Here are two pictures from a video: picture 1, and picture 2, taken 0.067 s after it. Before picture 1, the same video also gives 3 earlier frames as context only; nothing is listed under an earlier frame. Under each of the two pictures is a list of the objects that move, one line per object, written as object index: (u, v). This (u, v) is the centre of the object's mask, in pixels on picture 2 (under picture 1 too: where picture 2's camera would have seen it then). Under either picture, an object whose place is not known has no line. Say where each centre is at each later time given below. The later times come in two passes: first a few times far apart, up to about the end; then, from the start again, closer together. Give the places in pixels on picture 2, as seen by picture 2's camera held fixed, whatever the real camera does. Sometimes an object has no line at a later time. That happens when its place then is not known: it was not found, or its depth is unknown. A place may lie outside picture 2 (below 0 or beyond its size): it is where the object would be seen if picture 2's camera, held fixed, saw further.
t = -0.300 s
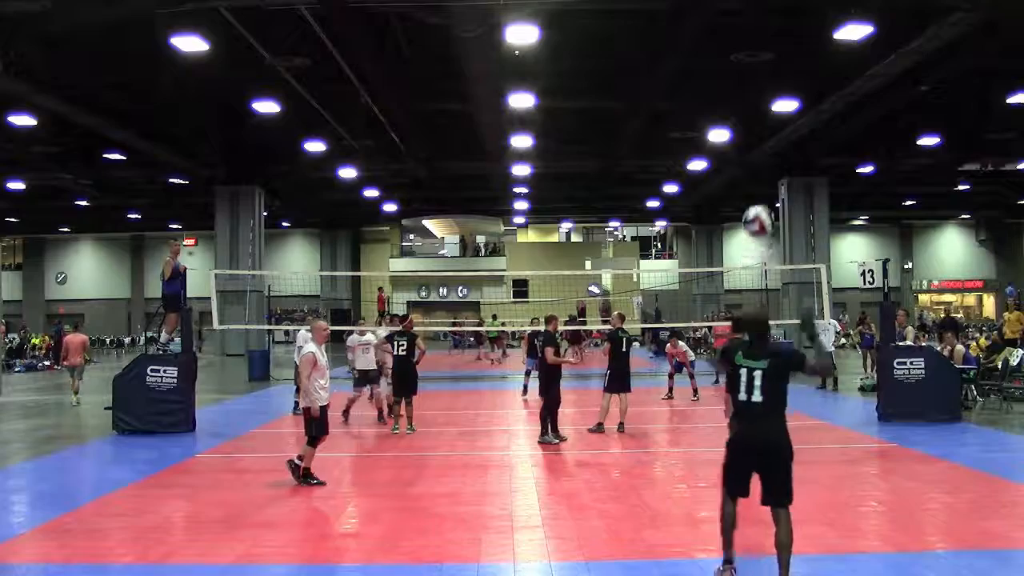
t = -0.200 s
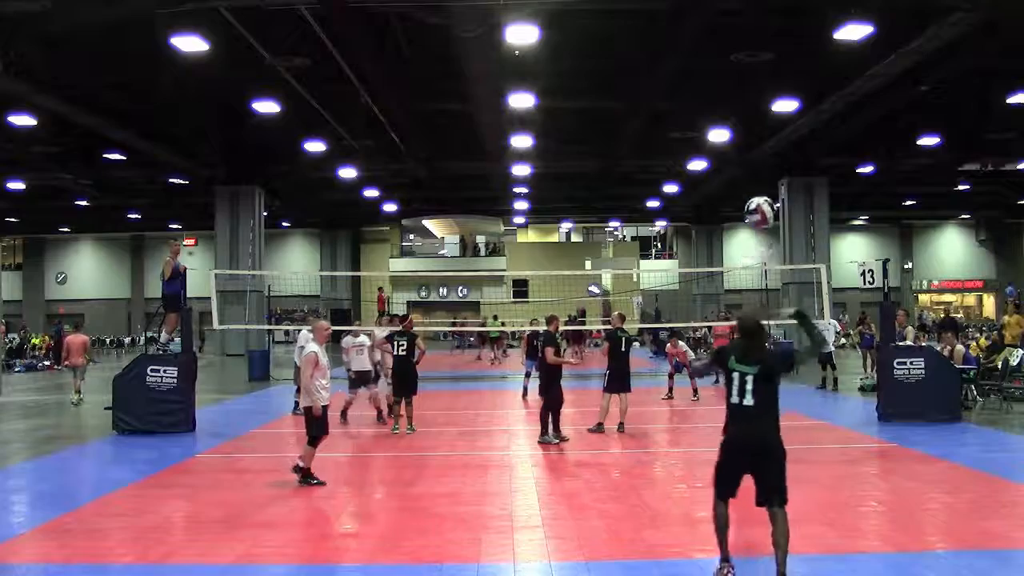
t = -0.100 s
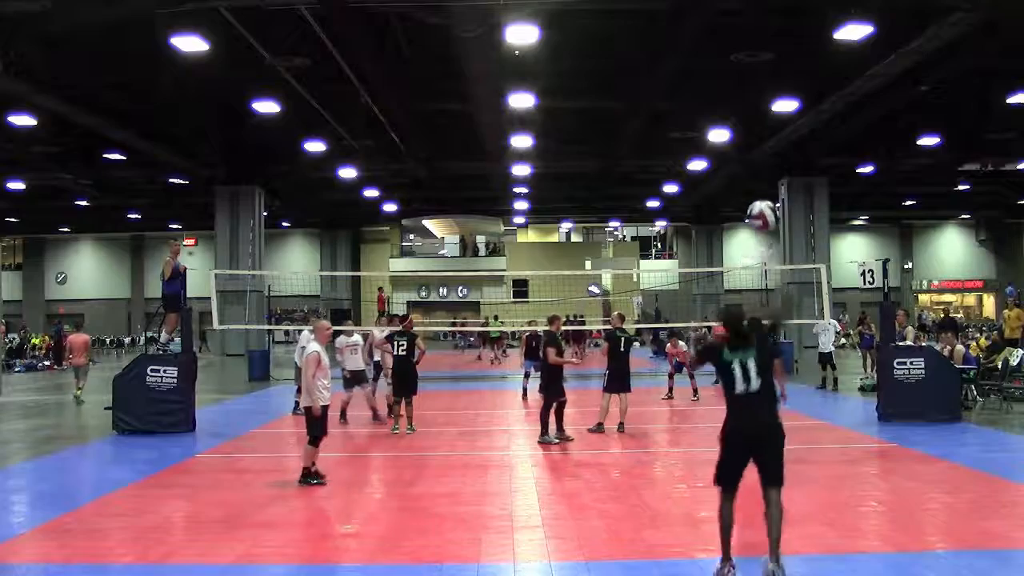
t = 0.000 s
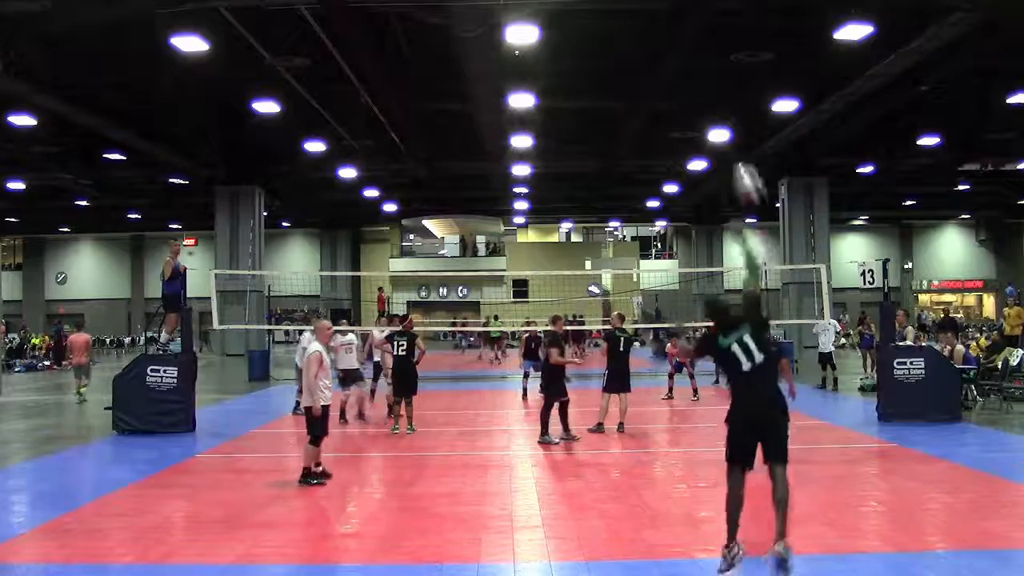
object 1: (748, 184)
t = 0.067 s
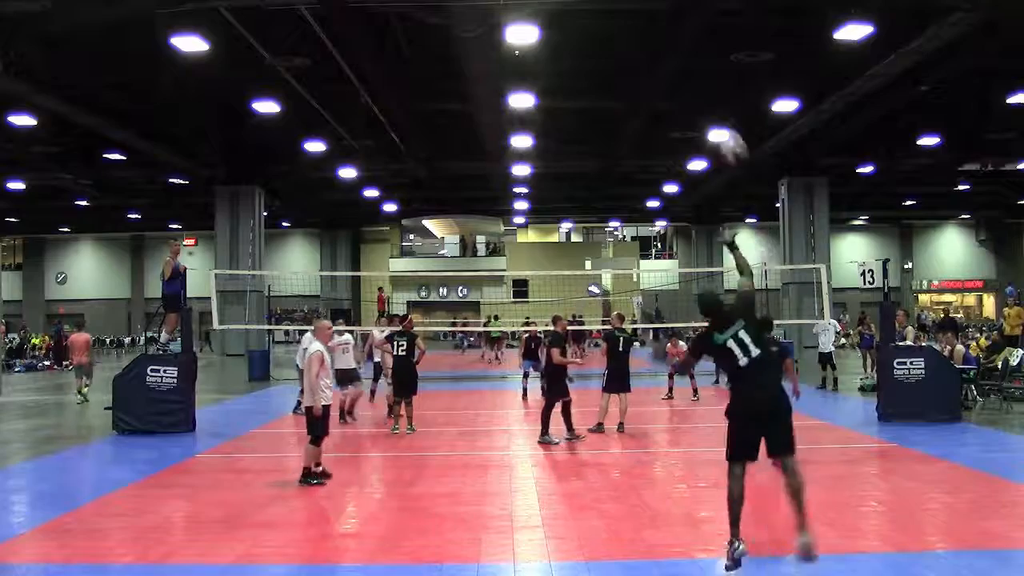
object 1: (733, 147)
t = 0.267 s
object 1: (691, 90)
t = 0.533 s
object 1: (653, 89)
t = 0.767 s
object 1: (629, 126)
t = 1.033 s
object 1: (606, 192)
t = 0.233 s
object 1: (697, 94)
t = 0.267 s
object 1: (691, 90)
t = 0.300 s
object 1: (685, 84)
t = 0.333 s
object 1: (681, 82)
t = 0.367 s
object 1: (676, 81)
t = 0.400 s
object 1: (670, 81)
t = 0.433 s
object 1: (665, 83)
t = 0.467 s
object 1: (661, 84)
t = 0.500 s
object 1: (657, 87)
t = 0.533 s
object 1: (653, 89)
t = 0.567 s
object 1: (649, 93)
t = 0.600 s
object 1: (646, 97)
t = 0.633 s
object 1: (642, 102)
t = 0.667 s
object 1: (639, 108)
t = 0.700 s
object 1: (635, 114)
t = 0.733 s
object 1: (632, 120)
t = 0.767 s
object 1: (629, 126)
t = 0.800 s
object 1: (626, 134)
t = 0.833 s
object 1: (623, 141)
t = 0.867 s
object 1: (619, 148)
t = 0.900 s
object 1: (617, 157)
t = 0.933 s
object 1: (613, 166)
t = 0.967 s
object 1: (611, 174)
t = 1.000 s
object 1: (608, 183)
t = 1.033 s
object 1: (606, 192)
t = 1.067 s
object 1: (603, 202)
